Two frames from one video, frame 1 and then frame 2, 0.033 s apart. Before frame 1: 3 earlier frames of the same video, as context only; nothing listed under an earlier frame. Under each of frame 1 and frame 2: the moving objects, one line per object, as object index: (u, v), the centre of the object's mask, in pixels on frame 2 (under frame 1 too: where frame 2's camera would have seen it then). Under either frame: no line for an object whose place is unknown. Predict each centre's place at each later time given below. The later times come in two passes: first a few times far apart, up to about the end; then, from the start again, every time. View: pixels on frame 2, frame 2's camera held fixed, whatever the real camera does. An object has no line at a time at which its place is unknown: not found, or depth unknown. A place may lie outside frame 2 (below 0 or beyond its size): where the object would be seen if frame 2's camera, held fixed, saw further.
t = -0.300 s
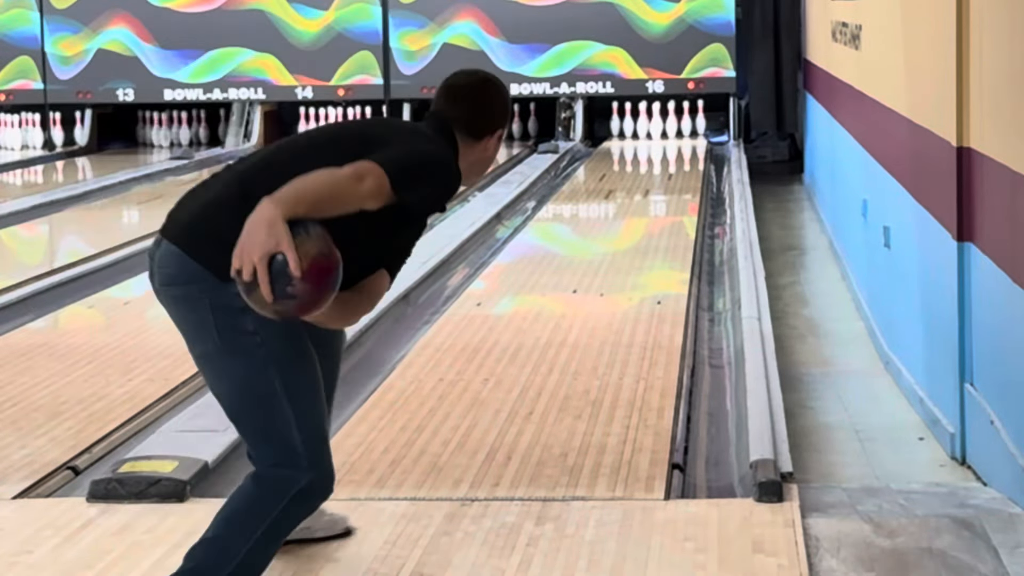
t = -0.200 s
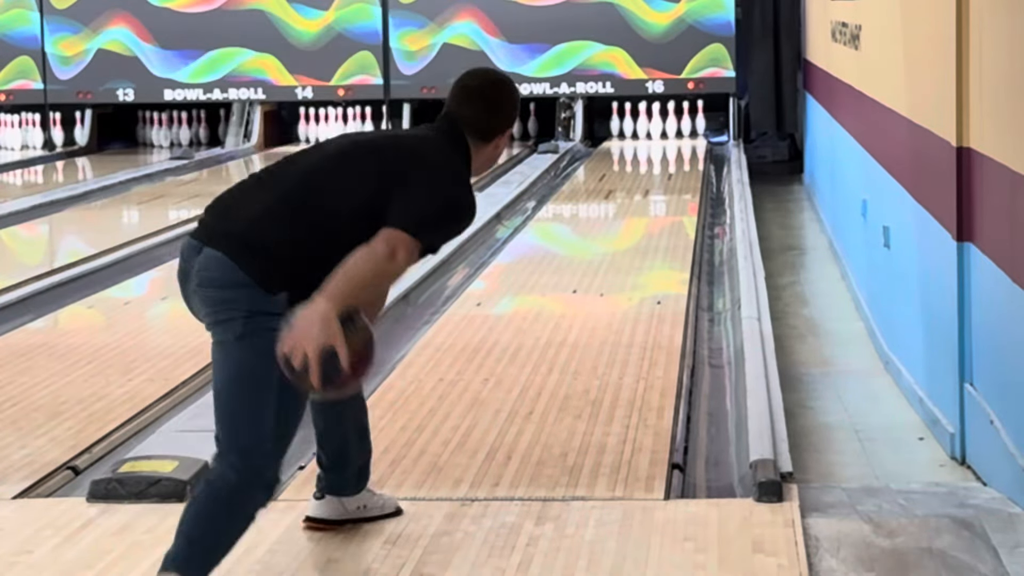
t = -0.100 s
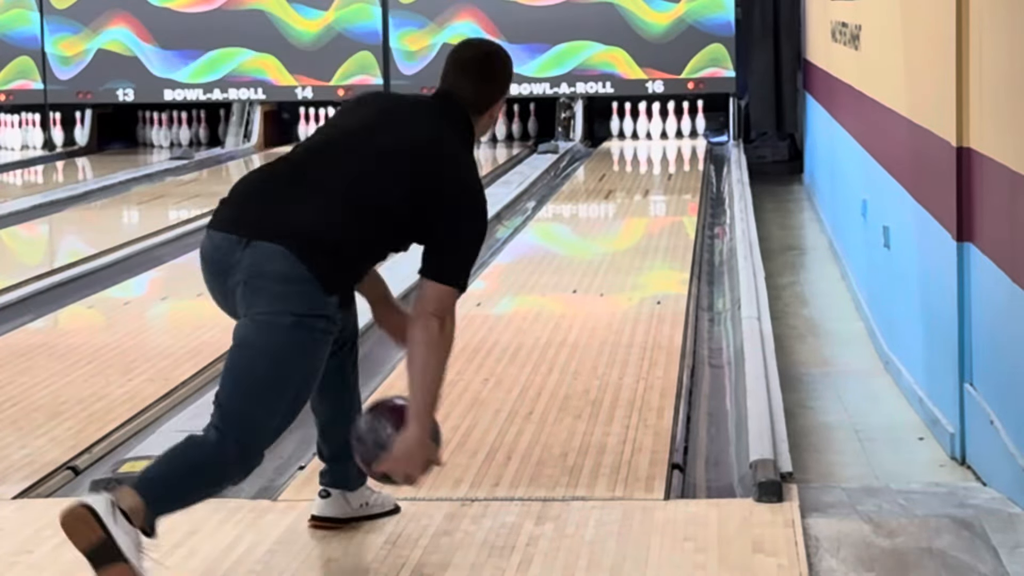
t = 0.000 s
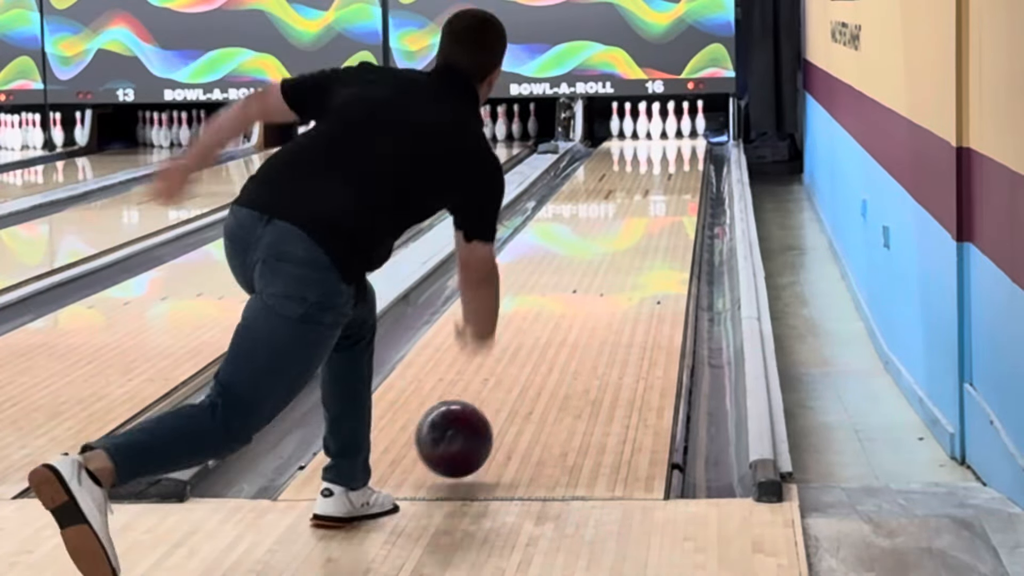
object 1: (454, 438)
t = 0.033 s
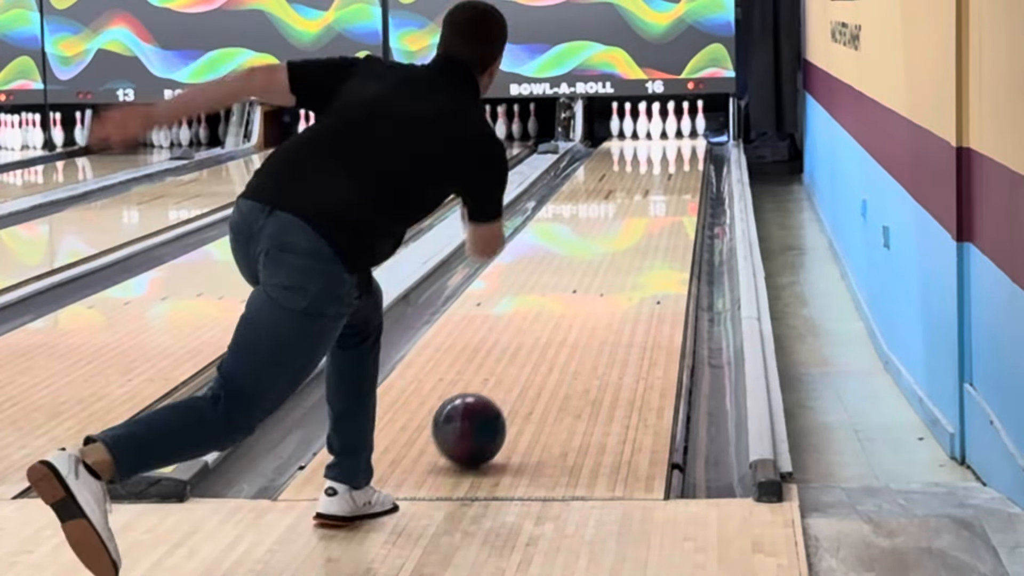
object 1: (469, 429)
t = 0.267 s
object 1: (547, 337)
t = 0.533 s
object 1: (600, 270)
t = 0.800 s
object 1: (634, 228)
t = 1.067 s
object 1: (656, 198)
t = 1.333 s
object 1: (670, 176)
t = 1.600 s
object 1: (677, 158)
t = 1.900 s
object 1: (676, 144)
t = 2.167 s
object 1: (668, 134)
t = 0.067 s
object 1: (483, 411)
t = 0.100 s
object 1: (495, 397)
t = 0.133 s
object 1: (507, 384)
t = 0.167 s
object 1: (518, 371)
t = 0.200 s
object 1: (528, 360)
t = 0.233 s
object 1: (538, 348)
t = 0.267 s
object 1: (547, 337)
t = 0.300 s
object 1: (555, 327)
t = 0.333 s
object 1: (562, 317)
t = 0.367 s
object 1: (570, 308)
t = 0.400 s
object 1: (577, 300)
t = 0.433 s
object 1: (583, 291)
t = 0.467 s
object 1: (589, 284)
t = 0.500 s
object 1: (594, 277)
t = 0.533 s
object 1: (600, 270)
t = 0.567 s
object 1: (605, 264)
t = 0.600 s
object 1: (610, 258)
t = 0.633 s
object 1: (614, 253)
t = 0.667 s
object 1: (619, 247)
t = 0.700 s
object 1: (623, 242)
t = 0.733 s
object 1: (626, 237)
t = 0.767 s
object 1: (630, 232)
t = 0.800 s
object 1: (634, 228)
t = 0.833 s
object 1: (637, 223)
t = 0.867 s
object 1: (640, 219)
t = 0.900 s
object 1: (643, 216)
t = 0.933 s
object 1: (646, 211)
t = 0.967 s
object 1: (649, 208)
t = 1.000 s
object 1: (651, 205)
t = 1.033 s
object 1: (653, 201)
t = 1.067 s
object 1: (656, 198)
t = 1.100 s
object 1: (658, 195)
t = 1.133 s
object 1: (660, 191)
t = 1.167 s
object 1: (662, 189)
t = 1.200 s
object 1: (664, 186)
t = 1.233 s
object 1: (665, 183)
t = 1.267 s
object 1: (667, 181)
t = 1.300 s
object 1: (669, 178)
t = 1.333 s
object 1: (670, 176)
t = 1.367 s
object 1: (672, 173)
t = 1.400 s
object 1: (673, 171)
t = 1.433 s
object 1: (674, 169)
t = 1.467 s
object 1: (675, 166)
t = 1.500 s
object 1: (675, 164)
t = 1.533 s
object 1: (676, 162)
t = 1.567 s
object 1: (677, 160)
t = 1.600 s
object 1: (677, 158)
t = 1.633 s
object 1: (678, 156)
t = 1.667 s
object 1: (678, 154)
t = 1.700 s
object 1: (678, 153)
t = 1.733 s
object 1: (678, 151)
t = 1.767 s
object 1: (678, 149)
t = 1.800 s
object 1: (678, 148)
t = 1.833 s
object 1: (677, 146)
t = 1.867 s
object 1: (677, 145)
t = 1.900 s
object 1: (676, 144)
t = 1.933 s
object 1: (675, 142)
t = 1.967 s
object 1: (674, 141)
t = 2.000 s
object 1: (674, 139)
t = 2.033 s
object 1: (673, 138)
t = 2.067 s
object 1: (672, 137)
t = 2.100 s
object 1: (670, 136)
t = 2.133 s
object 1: (669, 135)
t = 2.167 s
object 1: (668, 134)
